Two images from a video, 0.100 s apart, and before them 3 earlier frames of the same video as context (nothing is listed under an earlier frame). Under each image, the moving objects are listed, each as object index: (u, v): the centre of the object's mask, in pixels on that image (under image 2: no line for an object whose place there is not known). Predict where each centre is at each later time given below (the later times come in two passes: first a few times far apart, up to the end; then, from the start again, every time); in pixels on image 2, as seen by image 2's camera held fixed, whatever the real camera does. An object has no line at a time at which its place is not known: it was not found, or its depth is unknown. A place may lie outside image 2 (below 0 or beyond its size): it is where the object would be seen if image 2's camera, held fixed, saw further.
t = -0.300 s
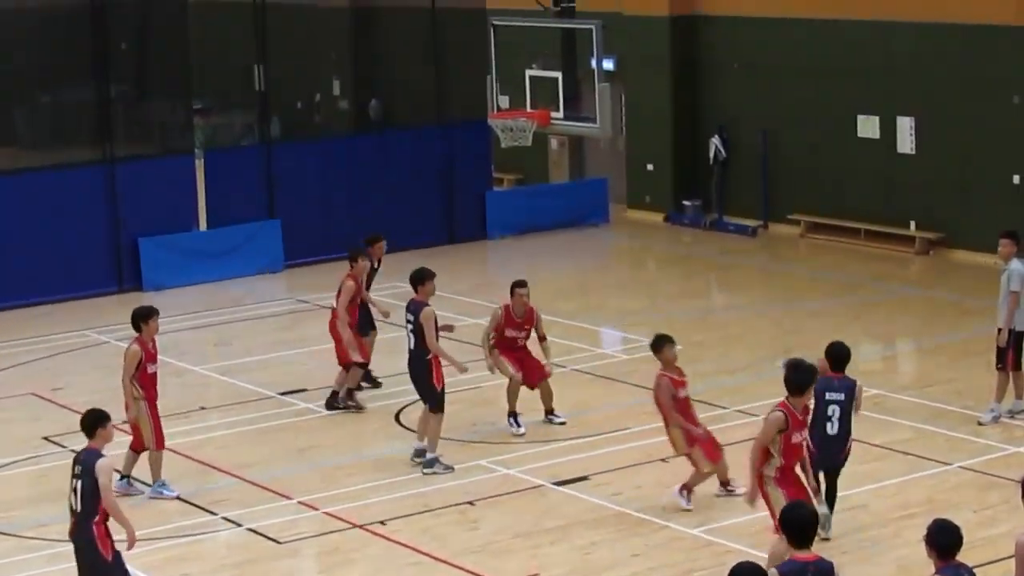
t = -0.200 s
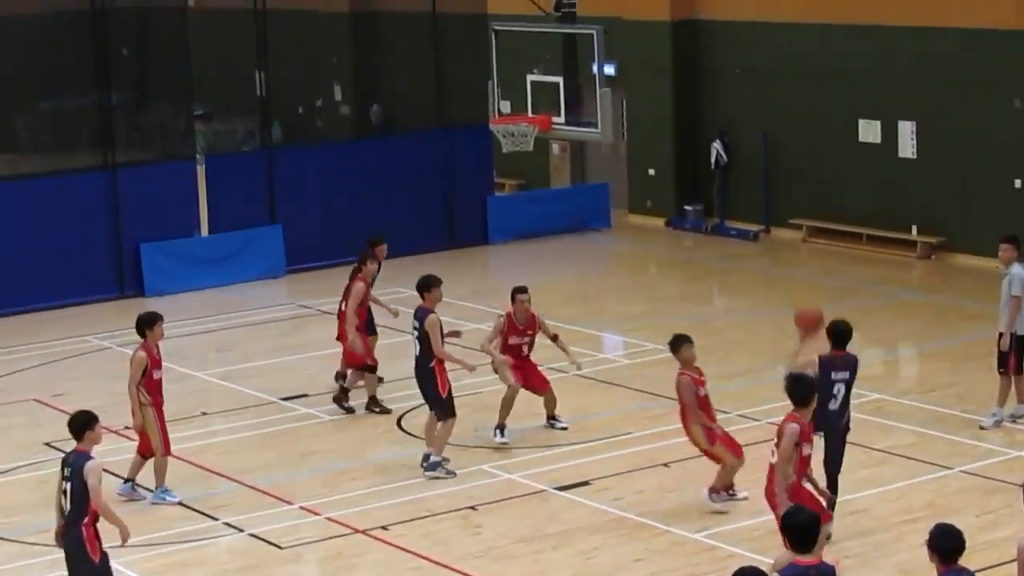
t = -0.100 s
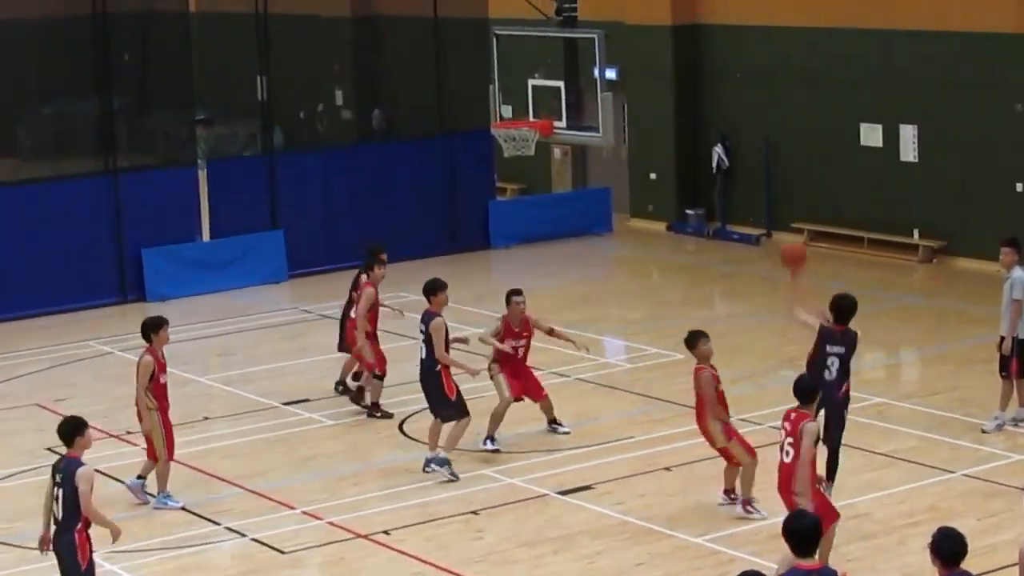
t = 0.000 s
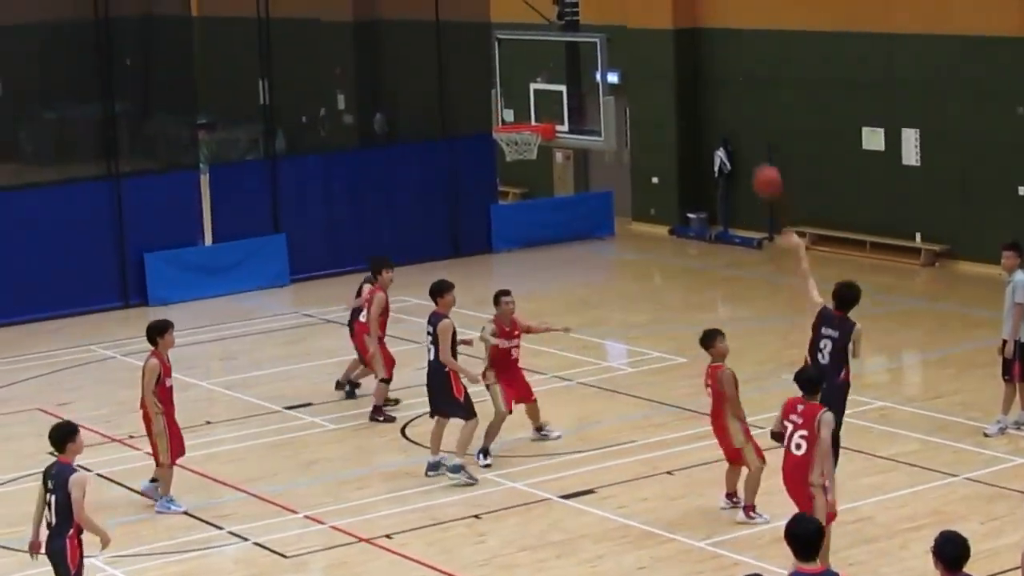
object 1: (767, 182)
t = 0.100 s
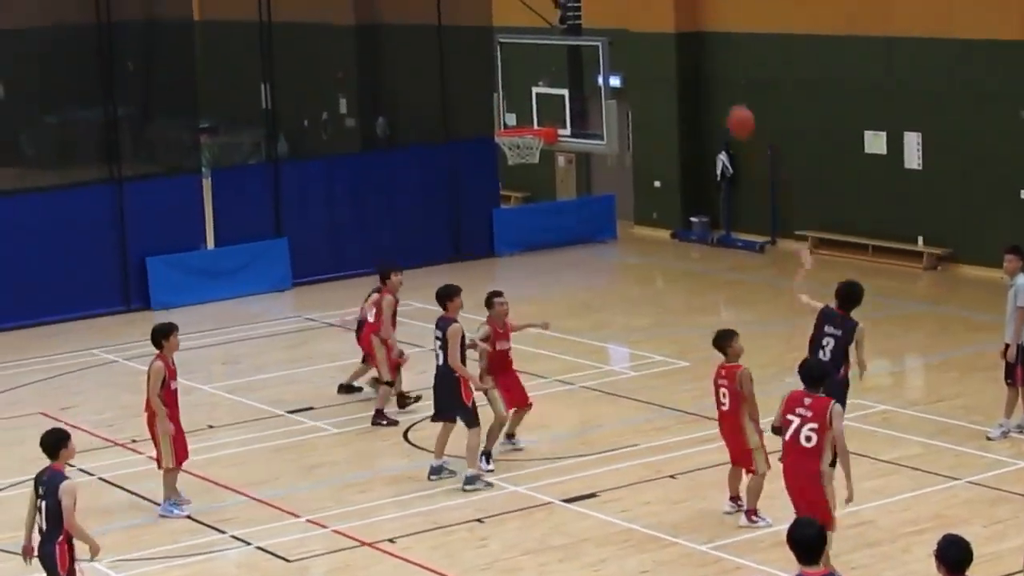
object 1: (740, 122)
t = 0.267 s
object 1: (695, 46)
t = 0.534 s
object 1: (632, -3)
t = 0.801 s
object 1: (576, 24)
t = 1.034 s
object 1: (536, 104)
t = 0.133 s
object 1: (732, 105)
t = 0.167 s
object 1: (723, 88)
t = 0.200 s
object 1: (712, 72)
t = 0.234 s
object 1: (704, 59)
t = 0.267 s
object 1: (695, 46)
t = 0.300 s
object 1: (687, 35)
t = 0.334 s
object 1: (681, 26)
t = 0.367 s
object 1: (672, 19)
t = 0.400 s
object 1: (663, 11)
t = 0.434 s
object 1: (655, 5)
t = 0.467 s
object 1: (647, 1)
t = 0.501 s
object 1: (639, -1)
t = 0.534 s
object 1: (632, -3)
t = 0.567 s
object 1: (625, -3)
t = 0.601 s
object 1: (617, -3)
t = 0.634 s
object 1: (611, -2)
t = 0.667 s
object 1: (603, 1)
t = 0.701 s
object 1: (596, 6)
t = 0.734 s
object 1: (590, 11)
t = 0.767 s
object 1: (583, 17)
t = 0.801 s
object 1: (576, 24)
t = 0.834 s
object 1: (571, 33)
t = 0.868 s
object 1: (565, 42)
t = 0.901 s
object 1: (558, 54)
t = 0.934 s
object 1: (553, 64)
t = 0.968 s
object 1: (547, 75)
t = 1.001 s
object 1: (542, 89)
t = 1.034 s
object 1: (536, 104)
